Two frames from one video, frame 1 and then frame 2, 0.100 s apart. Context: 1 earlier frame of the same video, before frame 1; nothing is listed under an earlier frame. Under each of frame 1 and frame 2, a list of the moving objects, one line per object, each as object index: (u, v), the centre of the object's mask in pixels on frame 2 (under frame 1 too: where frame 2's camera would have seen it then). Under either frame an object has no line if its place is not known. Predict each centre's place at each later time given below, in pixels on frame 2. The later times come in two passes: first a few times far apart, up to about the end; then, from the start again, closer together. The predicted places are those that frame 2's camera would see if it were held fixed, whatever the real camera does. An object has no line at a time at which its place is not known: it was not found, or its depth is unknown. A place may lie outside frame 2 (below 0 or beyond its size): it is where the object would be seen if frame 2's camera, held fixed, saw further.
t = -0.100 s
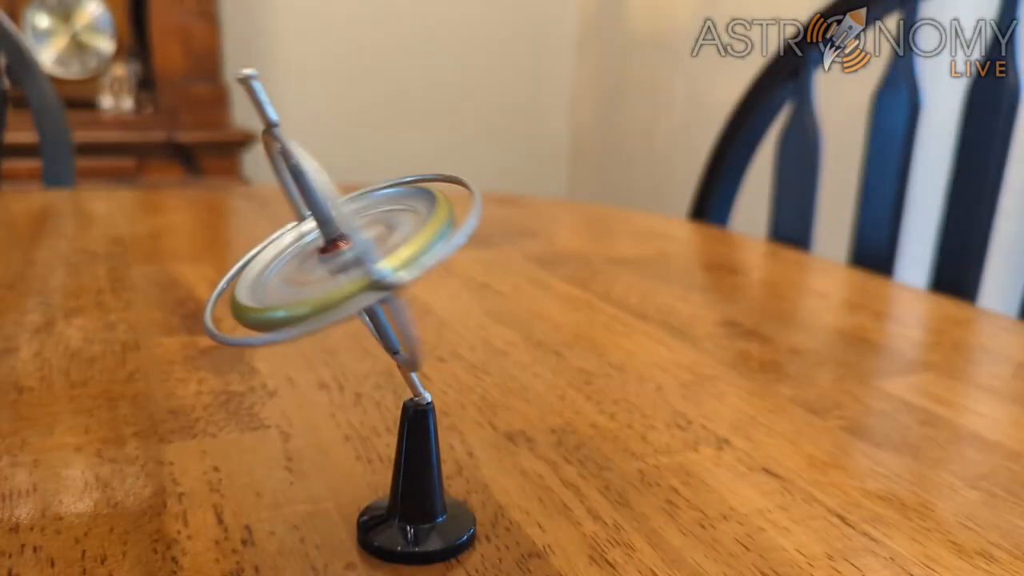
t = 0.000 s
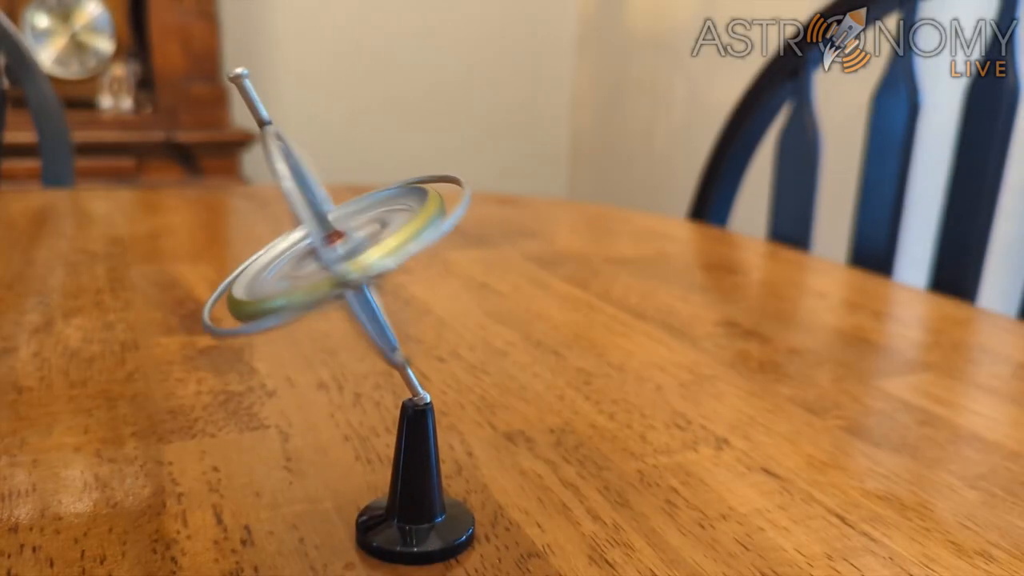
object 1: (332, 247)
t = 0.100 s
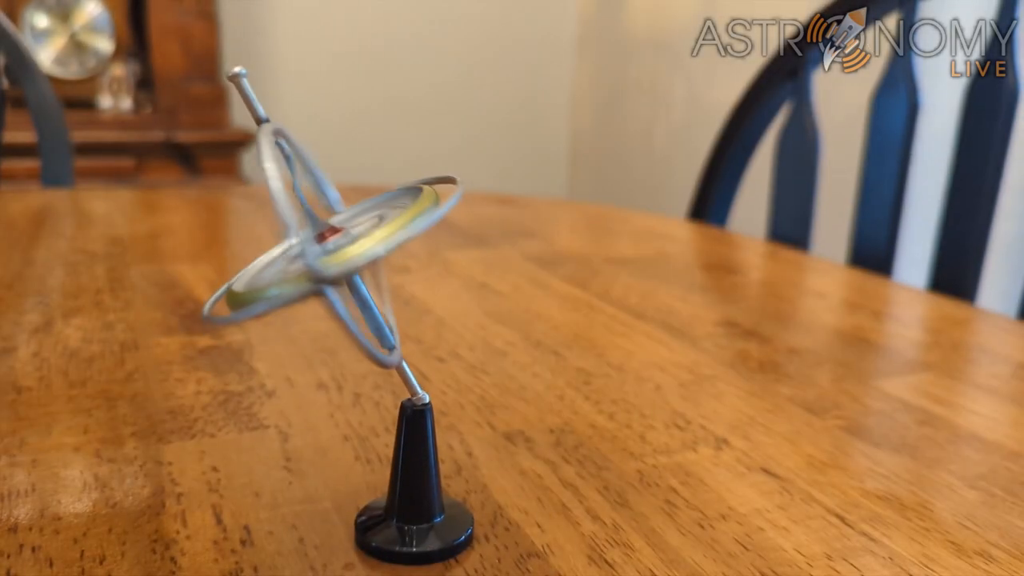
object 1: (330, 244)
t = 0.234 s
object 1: (330, 242)
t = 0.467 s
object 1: (342, 238)
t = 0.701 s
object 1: (370, 234)
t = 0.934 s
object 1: (403, 232)
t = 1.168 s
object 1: (440, 233)
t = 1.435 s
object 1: (477, 237)
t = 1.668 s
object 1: (498, 242)
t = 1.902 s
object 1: (504, 247)
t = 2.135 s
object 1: (492, 258)
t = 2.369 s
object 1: (471, 262)
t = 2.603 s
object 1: (437, 263)
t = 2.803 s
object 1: (393, 262)
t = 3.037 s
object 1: (359, 260)
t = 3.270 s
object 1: (339, 255)
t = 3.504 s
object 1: (327, 245)
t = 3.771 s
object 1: (332, 241)
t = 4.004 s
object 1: (355, 236)
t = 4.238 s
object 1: (388, 233)
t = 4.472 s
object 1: (428, 233)
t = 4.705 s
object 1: (465, 236)
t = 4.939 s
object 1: (494, 242)
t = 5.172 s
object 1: (508, 246)
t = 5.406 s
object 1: (500, 255)
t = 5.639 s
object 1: (477, 263)
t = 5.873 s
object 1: (442, 266)
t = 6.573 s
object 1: (331, 255)
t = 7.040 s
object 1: (330, 241)
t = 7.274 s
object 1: (358, 236)
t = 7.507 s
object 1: (395, 232)
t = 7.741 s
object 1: (436, 233)
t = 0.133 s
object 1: (330, 244)
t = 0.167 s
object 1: (329, 243)
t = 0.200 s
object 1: (328, 242)
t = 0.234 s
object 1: (330, 242)
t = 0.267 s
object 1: (330, 241)
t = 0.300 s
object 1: (331, 241)
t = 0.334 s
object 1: (333, 241)
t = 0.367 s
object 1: (335, 240)
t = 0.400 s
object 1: (337, 239)
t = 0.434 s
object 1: (339, 239)
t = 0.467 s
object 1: (342, 238)
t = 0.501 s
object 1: (346, 238)
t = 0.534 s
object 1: (349, 237)
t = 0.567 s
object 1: (353, 236)
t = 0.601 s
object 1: (357, 236)
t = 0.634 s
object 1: (362, 234)
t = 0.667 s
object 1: (366, 234)
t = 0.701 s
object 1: (370, 234)
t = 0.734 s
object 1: (374, 233)
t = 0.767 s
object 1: (379, 233)
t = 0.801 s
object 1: (383, 233)
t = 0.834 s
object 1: (388, 232)
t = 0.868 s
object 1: (393, 232)
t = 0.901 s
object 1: (398, 232)
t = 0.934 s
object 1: (403, 232)
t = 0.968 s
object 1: (409, 231)
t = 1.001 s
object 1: (414, 232)
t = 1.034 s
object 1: (419, 232)
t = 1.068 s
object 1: (424, 232)
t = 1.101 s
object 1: (429, 232)
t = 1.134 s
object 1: (435, 232)
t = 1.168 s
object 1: (440, 233)
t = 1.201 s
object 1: (445, 233)
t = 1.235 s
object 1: (450, 234)
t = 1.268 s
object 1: (455, 234)
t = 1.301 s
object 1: (459, 235)
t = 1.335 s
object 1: (464, 235)
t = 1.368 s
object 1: (469, 236)
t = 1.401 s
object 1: (473, 236)
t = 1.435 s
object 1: (477, 237)
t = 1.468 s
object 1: (480, 237)
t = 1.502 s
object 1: (484, 238)
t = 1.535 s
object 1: (488, 240)
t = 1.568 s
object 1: (491, 240)
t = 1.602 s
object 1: (494, 241)
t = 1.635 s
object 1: (497, 242)
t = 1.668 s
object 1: (498, 242)
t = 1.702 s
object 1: (499, 243)
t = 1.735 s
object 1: (501, 243)
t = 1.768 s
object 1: (503, 244)
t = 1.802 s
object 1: (502, 245)
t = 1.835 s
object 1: (502, 248)
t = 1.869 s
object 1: (504, 246)
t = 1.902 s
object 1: (504, 247)
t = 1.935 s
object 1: (503, 249)
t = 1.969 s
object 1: (503, 251)
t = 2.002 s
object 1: (502, 252)
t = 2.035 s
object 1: (499, 254)
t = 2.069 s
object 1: (500, 253)
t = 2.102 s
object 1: (497, 255)
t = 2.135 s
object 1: (492, 258)
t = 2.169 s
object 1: (491, 259)
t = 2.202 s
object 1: (488, 259)
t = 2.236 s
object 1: (485, 260)
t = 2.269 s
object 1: (482, 261)
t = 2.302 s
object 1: (479, 261)
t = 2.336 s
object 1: (475, 262)
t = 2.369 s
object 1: (471, 262)
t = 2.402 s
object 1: (467, 262)
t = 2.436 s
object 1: (463, 262)
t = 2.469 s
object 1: (459, 263)
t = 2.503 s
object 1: (454, 262)
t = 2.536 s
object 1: (449, 263)
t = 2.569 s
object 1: (444, 263)
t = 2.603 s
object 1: (437, 263)
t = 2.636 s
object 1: (429, 263)
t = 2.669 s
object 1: (422, 263)
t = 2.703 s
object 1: (415, 263)
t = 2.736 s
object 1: (407, 263)
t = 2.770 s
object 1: (400, 263)
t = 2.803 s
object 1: (393, 262)
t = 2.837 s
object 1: (386, 262)
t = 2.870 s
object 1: (381, 262)
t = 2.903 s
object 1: (376, 262)
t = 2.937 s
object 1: (371, 262)
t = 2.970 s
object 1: (367, 261)
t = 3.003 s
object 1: (363, 261)
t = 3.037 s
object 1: (359, 260)
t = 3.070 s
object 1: (356, 259)
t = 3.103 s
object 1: (352, 259)
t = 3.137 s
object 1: (349, 258)
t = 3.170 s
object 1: (346, 257)
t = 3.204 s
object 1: (343, 256)
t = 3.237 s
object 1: (340, 255)
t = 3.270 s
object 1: (339, 255)
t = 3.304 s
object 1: (338, 254)
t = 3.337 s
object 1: (332, 250)
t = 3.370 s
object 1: (332, 251)
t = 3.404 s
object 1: (331, 249)
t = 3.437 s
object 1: (329, 247)
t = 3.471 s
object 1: (328, 246)
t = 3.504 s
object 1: (327, 245)
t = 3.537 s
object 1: (326, 243)
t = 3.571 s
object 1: (328, 244)
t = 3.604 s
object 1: (328, 243)
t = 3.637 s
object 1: (327, 242)
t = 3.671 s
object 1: (328, 242)
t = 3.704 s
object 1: (329, 242)
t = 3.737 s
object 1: (330, 241)
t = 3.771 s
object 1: (332, 241)
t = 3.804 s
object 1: (334, 240)
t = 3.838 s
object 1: (337, 239)
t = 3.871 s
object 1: (340, 239)
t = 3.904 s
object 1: (343, 238)
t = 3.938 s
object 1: (347, 238)
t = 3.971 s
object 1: (351, 237)
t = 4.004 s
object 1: (355, 236)
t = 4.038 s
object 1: (359, 236)
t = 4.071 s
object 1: (364, 235)
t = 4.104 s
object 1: (369, 235)
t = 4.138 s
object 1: (374, 234)
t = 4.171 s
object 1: (378, 233)
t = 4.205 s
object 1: (383, 233)
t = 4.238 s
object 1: (388, 233)
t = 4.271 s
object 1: (394, 233)
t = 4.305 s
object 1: (400, 232)
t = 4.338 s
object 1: (405, 232)
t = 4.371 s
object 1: (411, 232)
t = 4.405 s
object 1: (416, 232)
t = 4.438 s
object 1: (422, 233)
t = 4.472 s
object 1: (428, 233)
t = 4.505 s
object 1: (433, 233)
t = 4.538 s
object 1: (439, 233)
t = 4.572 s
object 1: (445, 233)
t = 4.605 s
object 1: (450, 234)
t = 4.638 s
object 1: (455, 235)
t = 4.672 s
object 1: (460, 236)
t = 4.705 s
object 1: (465, 236)
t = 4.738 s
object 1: (470, 237)
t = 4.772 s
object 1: (475, 238)
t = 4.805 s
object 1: (479, 238)
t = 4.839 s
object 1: (483, 239)
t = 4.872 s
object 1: (486, 240)
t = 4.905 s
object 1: (490, 240)
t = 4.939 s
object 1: (494, 242)
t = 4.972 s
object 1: (497, 243)
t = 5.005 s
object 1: (498, 243)
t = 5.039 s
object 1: (500, 243)
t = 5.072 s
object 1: (501, 249)
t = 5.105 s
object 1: (504, 245)
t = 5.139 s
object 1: (503, 246)
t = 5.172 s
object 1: (508, 246)
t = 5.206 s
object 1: (506, 247)
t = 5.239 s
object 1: (505, 247)
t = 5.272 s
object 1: (505, 249)
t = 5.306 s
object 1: (505, 251)
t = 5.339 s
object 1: (502, 254)
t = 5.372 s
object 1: (500, 255)
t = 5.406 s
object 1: (500, 255)
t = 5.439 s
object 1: (499, 254)
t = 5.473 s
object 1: (491, 260)
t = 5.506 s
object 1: (491, 260)
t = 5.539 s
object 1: (488, 260)
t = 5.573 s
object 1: (484, 261)
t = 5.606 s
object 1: (481, 262)
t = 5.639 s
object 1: (477, 263)
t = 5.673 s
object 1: (474, 263)
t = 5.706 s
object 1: (469, 264)
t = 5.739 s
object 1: (465, 264)
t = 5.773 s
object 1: (460, 264)
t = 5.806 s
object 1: (455, 264)
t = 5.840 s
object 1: (448, 265)
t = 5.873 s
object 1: (442, 266)
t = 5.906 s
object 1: (435, 267)
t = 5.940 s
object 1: (426, 266)
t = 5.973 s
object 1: (418, 266)
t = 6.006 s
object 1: (408, 266)
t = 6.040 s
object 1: (401, 267)
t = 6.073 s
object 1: (394, 266)
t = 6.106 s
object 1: (387, 266)
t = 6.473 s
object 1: (337, 257)
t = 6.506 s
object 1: (334, 255)
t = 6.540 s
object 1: (332, 255)
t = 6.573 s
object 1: (331, 255)
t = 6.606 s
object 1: (328, 253)
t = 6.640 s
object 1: (325, 250)
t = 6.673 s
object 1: (324, 250)
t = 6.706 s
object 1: (323, 249)
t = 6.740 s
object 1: (323, 246)
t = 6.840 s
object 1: (321, 243)
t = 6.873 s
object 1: (321, 243)
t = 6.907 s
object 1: (322, 243)
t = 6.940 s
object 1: (323, 242)
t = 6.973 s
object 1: (324, 242)
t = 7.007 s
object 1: (327, 241)
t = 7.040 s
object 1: (330, 241)
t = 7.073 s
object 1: (333, 240)
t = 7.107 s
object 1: (335, 239)
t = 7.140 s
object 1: (339, 239)
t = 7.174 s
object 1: (344, 238)
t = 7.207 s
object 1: (348, 237)
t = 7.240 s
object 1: (353, 236)
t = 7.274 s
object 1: (358, 236)
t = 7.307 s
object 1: (363, 235)
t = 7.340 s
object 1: (367, 235)
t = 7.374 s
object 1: (372, 235)
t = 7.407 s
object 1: (378, 234)
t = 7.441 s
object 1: (384, 234)
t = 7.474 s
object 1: (390, 233)
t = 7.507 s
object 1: (395, 232)
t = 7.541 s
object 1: (401, 232)
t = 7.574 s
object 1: (407, 233)
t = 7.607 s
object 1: (413, 232)
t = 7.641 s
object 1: (419, 232)
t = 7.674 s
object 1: (425, 233)
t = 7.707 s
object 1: (431, 233)
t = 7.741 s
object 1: (436, 233)
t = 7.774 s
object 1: (443, 234)
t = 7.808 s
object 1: (448, 234)
